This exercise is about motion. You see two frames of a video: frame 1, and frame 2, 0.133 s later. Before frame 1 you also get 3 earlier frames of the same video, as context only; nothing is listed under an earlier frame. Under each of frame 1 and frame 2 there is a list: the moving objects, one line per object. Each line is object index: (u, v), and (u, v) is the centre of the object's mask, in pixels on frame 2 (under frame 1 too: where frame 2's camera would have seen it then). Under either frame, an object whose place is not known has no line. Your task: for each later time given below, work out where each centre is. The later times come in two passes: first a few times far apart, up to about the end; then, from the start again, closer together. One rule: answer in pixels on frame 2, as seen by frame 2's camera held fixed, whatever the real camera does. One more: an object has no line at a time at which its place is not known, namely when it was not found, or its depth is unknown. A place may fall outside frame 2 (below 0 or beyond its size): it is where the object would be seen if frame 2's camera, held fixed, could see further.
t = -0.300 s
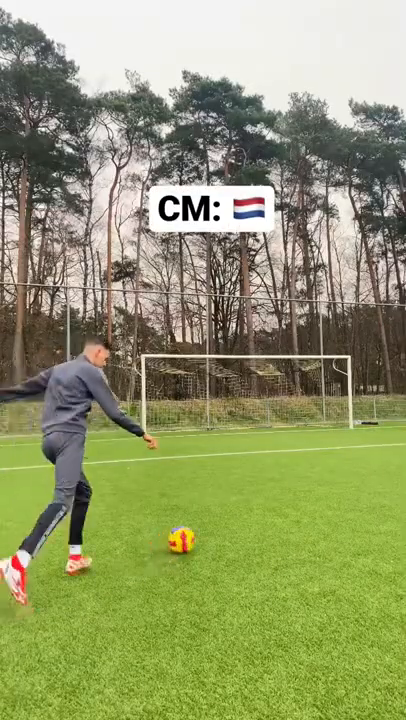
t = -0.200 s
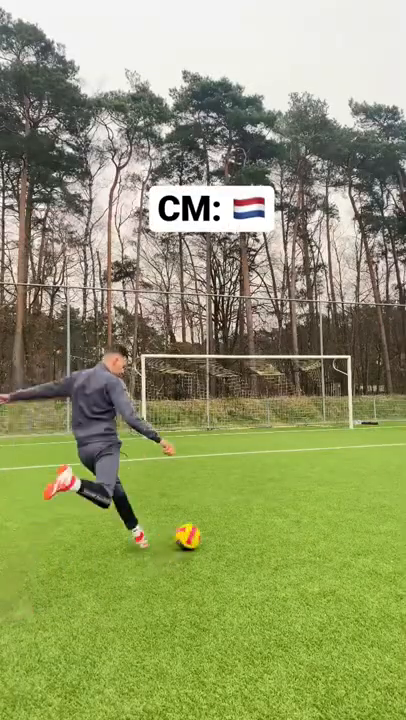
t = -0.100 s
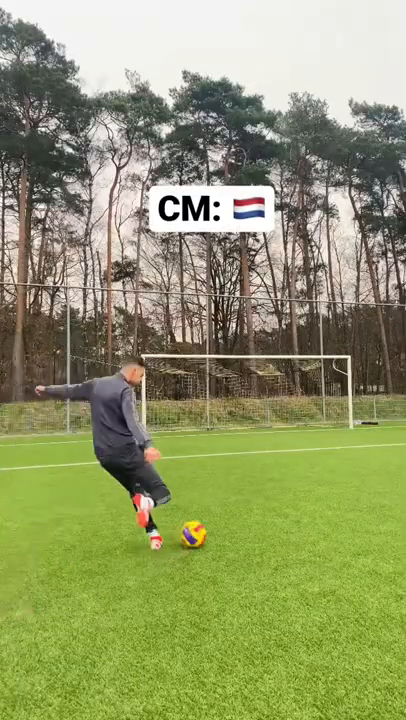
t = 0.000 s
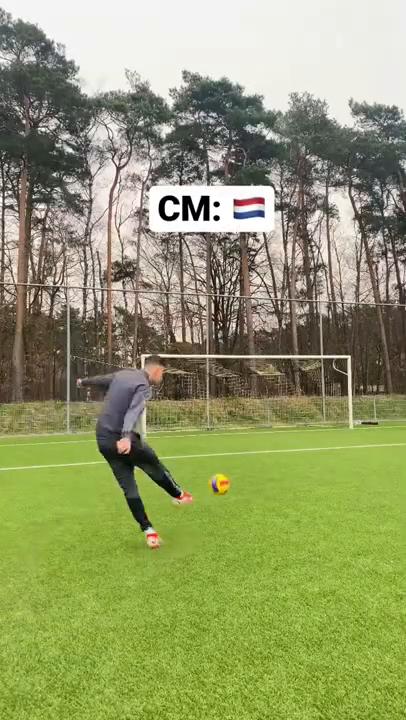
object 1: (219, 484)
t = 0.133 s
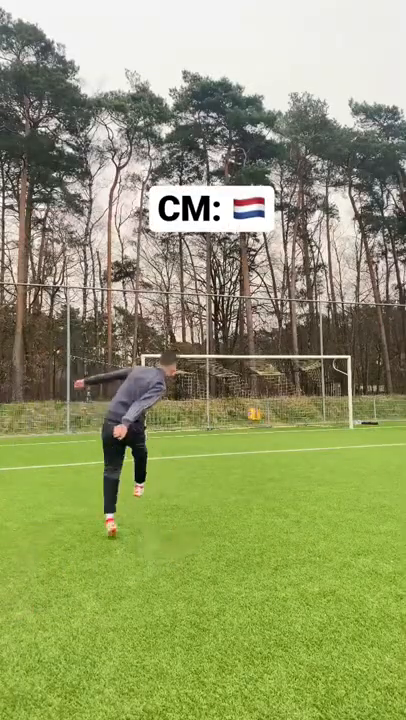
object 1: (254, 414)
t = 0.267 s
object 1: (274, 386)
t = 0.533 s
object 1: (296, 365)
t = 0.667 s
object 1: (299, 365)
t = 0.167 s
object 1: (260, 405)
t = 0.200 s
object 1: (265, 397)
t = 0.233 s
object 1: (269, 391)
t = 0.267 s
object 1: (274, 386)
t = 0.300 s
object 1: (276, 380)
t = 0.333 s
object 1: (280, 378)
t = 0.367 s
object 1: (283, 374)
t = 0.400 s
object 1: (286, 371)
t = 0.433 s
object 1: (288, 370)
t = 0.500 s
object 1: (292, 367)
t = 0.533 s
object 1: (296, 365)
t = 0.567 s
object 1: (297, 365)
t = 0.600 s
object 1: (299, 365)
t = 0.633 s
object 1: (300, 365)
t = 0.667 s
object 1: (299, 365)
